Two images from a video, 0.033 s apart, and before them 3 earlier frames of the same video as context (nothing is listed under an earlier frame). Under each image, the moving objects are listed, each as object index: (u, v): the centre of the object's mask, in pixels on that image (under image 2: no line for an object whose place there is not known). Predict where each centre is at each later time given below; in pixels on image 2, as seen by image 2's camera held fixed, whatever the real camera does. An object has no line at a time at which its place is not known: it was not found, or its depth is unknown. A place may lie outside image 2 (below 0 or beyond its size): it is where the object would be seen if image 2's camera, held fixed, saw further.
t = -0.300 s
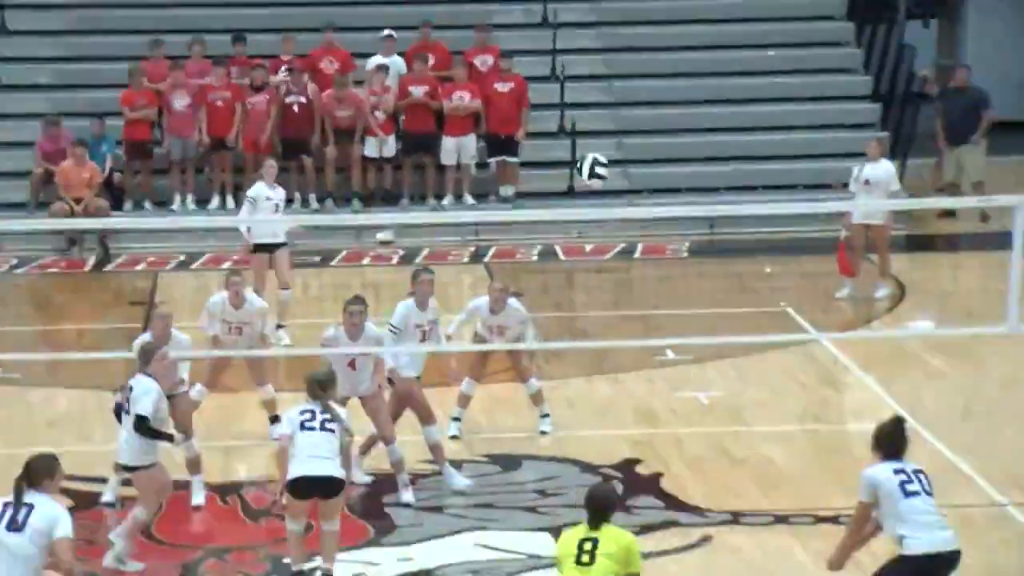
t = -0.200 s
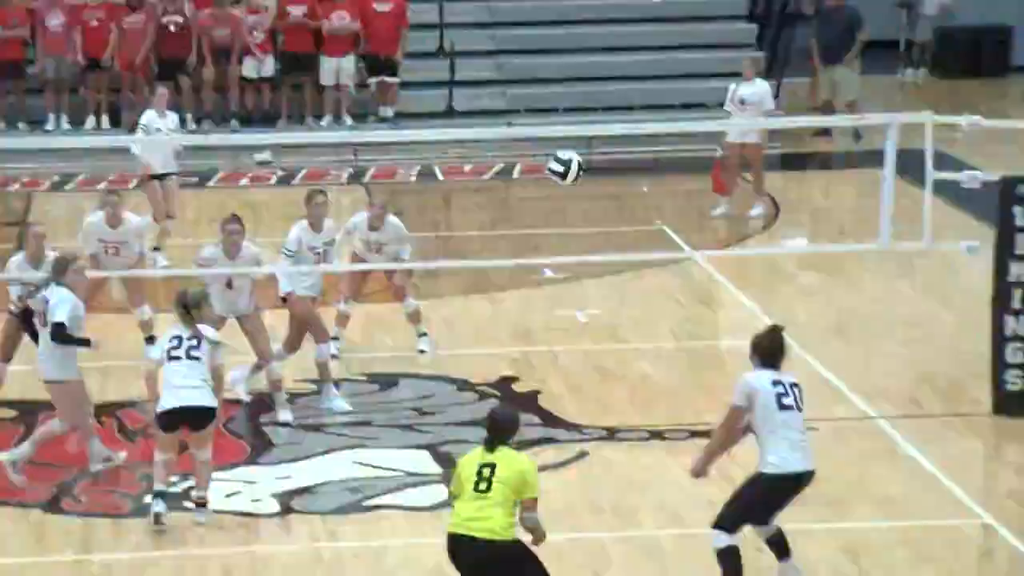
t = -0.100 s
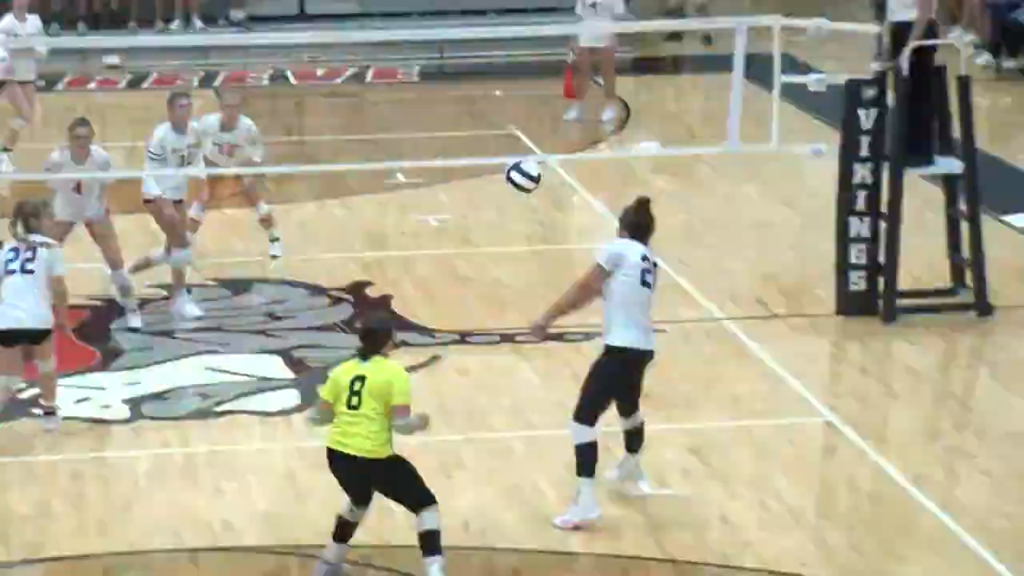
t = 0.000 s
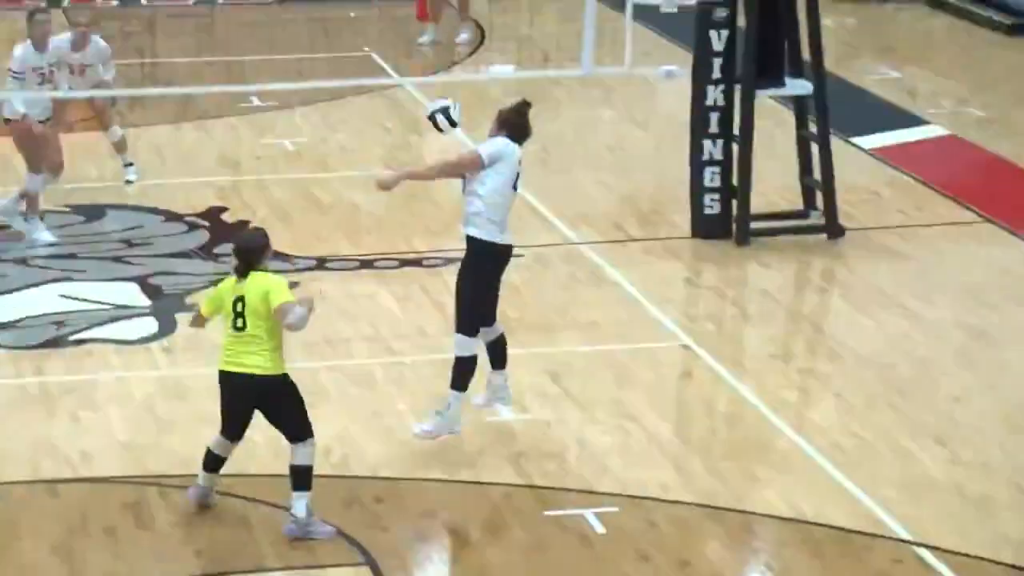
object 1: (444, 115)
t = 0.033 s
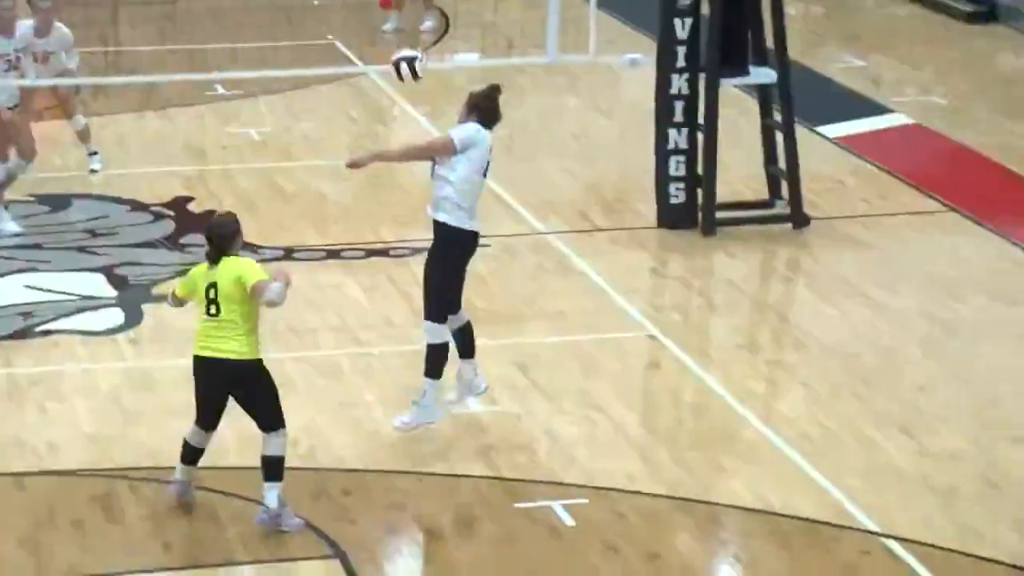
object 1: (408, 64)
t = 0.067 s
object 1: (406, 28)
